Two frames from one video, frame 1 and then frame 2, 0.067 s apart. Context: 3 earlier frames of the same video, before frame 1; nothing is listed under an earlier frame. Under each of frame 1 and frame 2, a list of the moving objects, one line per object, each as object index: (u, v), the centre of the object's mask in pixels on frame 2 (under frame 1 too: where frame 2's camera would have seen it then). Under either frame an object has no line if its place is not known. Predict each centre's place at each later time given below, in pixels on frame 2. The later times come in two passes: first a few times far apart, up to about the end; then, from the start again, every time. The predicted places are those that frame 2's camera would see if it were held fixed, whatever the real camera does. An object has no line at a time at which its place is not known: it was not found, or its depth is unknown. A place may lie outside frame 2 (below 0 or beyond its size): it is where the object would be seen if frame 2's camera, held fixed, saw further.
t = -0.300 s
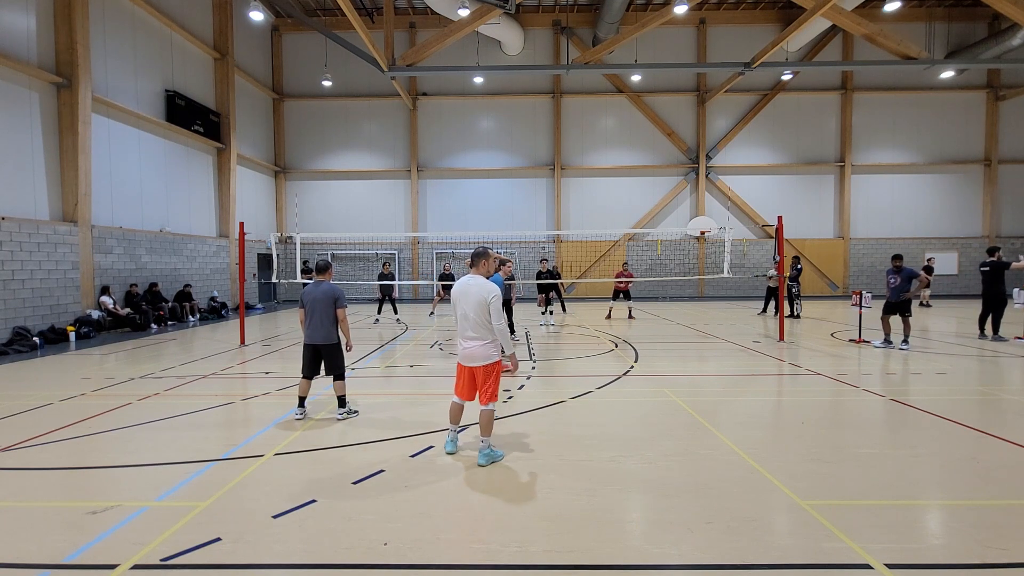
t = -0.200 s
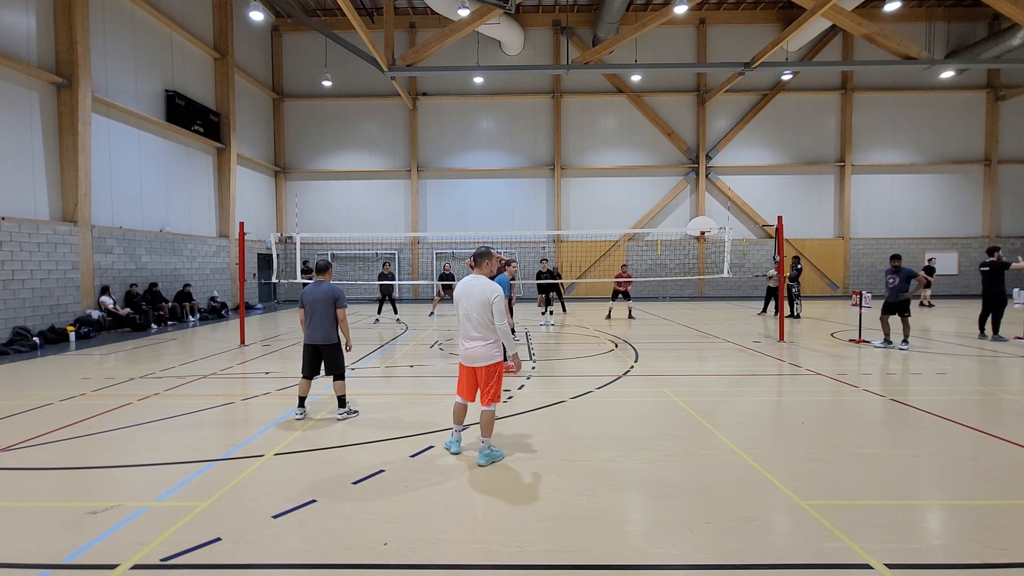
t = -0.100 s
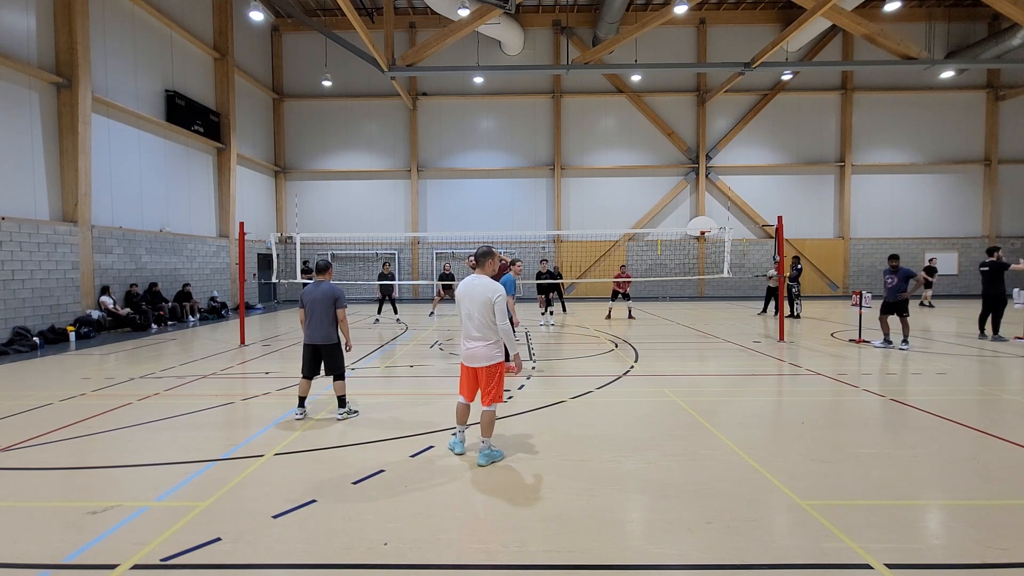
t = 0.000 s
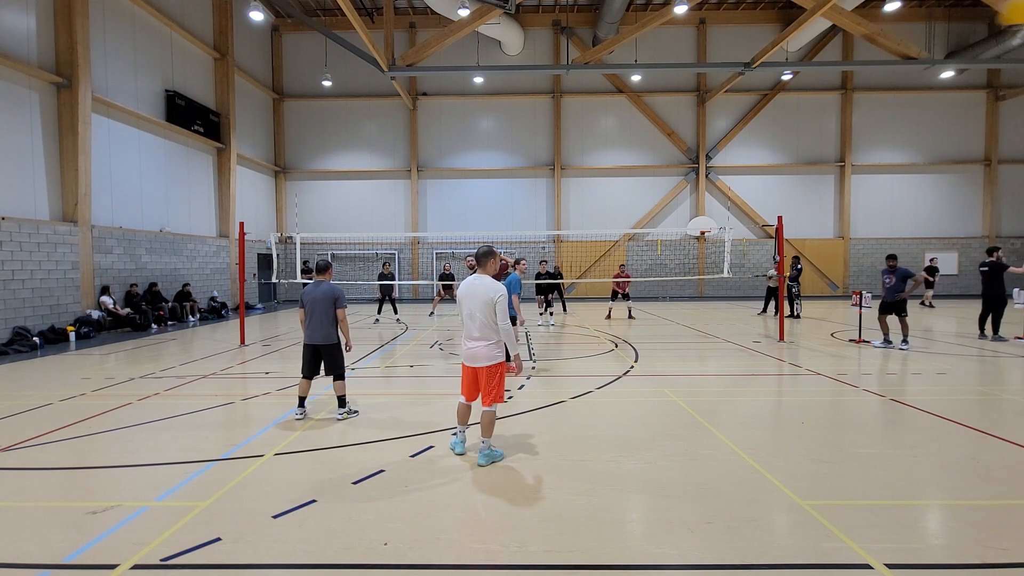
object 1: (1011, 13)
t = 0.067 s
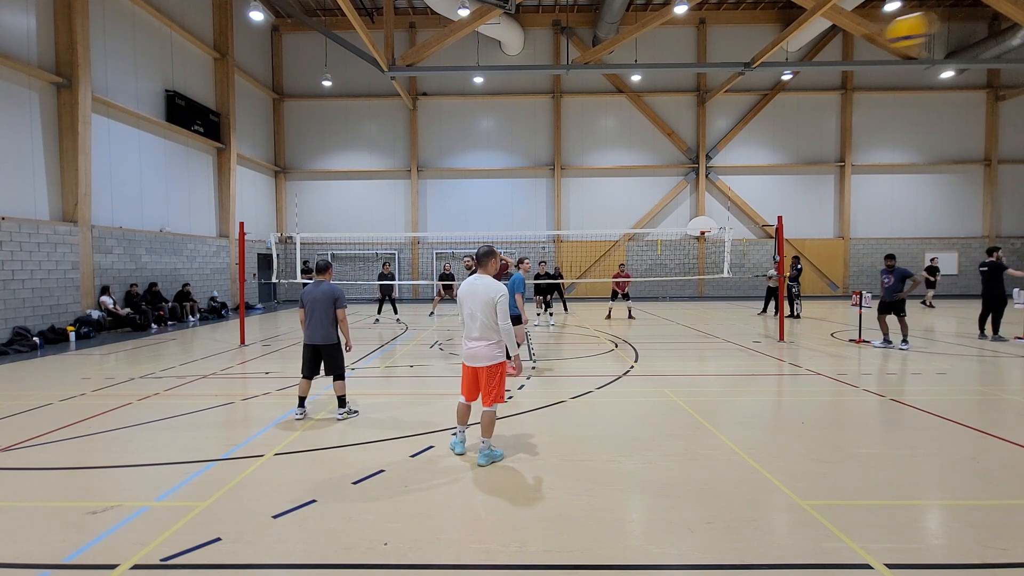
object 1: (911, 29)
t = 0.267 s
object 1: (747, 81)
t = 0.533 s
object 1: (669, 141)
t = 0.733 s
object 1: (640, 182)
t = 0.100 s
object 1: (867, 39)
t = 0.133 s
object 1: (833, 49)
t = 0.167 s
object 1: (806, 57)
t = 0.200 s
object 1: (783, 65)
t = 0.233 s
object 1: (764, 73)
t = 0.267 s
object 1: (747, 81)
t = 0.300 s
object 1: (733, 89)
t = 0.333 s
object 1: (720, 96)
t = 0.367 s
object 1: (709, 104)
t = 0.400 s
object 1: (699, 112)
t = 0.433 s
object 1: (690, 119)
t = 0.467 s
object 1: (682, 127)
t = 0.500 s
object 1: (675, 134)
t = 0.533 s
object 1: (669, 141)
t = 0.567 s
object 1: (662, 148)
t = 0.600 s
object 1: (657, 155)
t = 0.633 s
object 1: (652, 162)
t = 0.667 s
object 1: (648, 169)
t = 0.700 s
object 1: (644, 175)
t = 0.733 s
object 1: (640, 182)
